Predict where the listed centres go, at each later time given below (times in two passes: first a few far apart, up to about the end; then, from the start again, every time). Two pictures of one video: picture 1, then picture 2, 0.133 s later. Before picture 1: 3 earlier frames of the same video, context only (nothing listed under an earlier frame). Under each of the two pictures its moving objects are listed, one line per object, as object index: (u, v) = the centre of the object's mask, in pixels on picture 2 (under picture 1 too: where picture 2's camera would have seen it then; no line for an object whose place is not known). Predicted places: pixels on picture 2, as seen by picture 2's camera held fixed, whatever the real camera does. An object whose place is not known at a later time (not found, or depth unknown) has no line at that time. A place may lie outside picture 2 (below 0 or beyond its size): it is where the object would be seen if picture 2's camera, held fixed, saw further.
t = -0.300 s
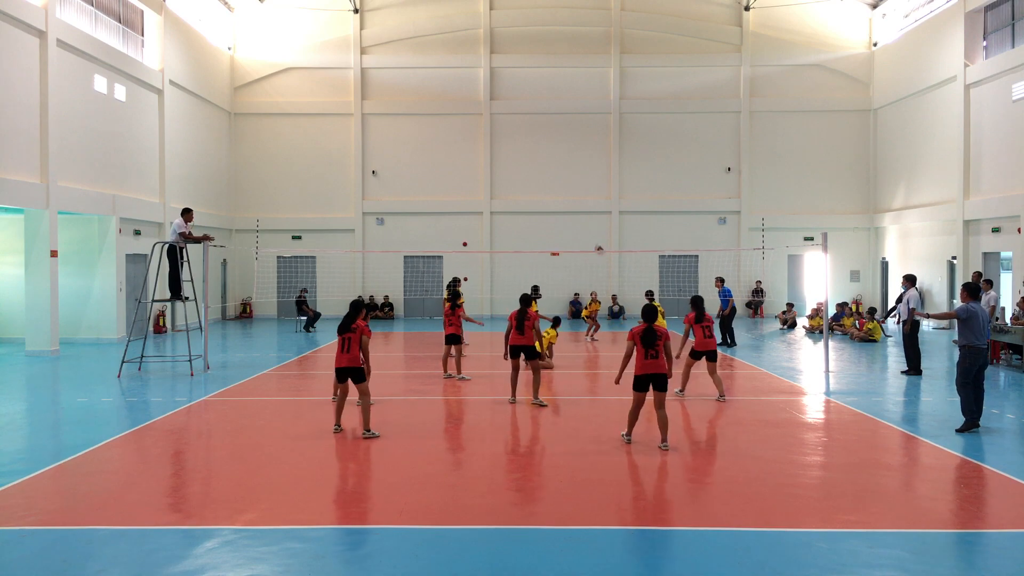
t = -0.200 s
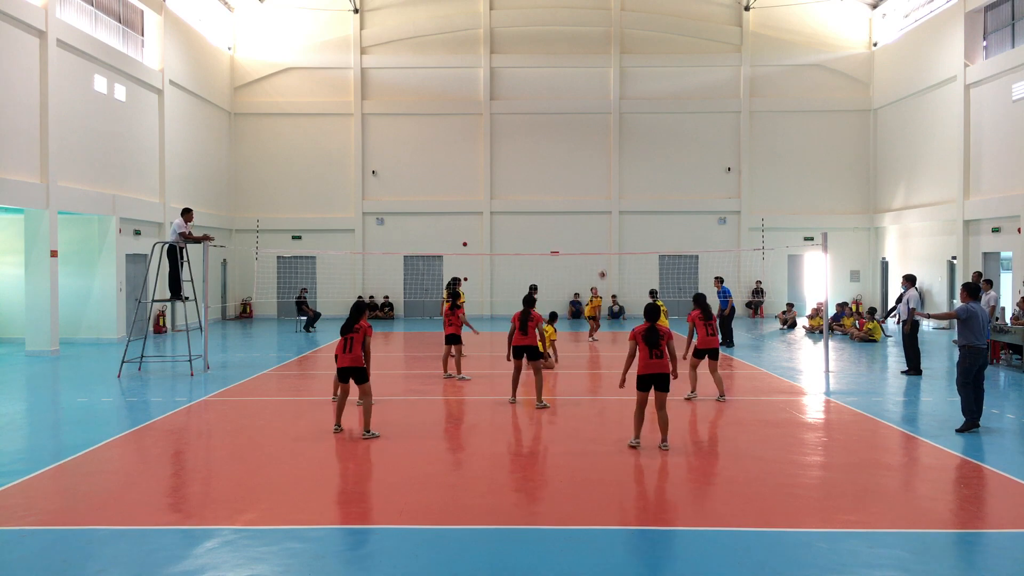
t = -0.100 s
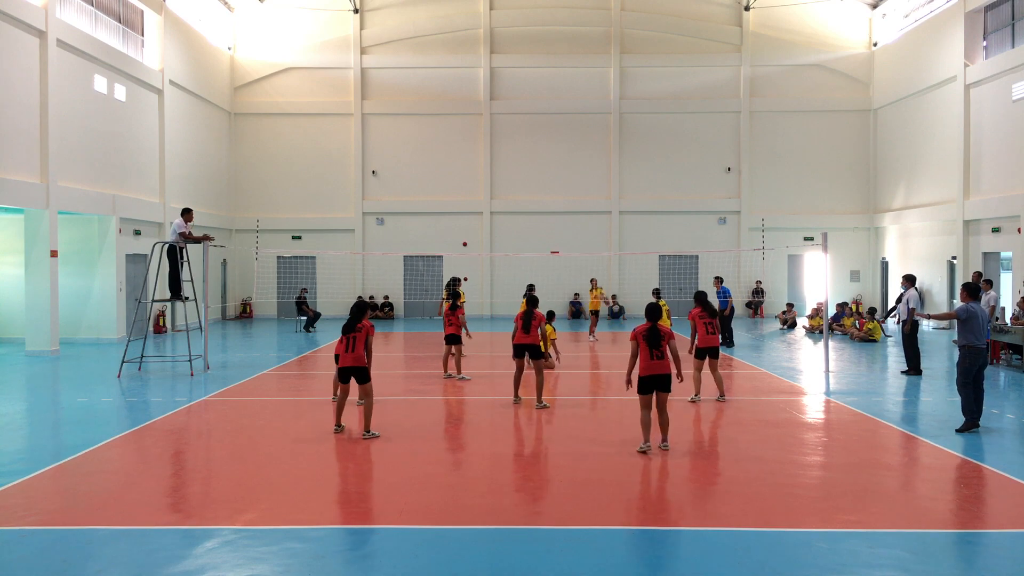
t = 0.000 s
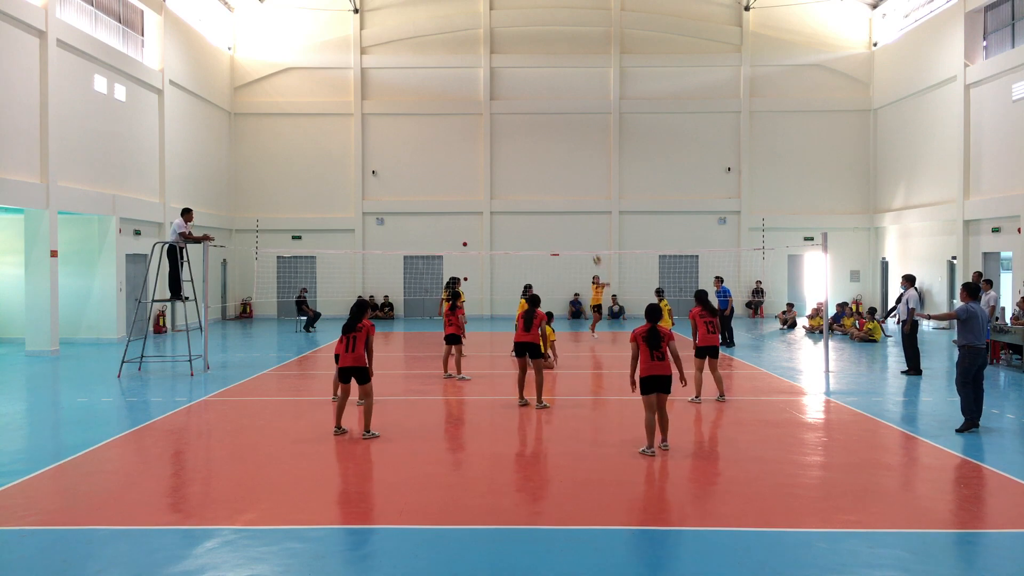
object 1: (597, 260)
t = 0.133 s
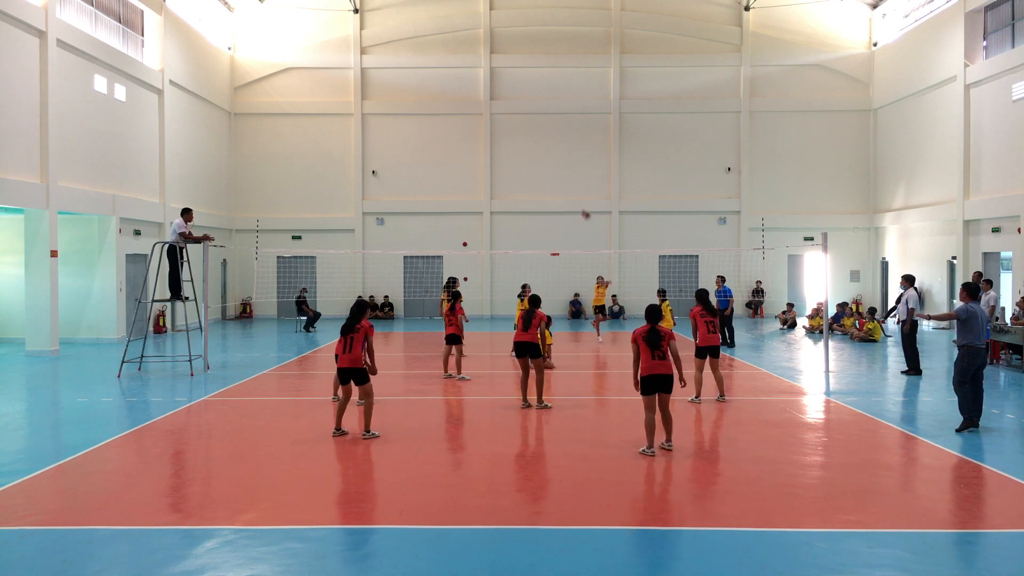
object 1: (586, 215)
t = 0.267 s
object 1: (574, 172)
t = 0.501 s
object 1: (549, 112)
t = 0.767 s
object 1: (516, 68)
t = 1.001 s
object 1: (480, 60)
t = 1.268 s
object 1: (429, 101)
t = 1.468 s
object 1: (382, 184)
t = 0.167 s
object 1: (583, 204)
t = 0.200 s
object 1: (580, 192)
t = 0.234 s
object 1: (576, 182)
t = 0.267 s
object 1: (574, 172)
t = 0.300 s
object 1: (571, 163)
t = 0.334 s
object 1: (567, 153)
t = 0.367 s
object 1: (564, 145)
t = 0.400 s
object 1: (560, 136)
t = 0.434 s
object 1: (557, 127)
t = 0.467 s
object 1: (552, 119)
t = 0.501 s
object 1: (549, 112)
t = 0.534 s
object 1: (546, 105)
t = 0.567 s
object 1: (542, 98)
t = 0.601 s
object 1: (537, 92)
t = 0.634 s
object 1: (533, 85)
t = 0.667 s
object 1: (529, 80)
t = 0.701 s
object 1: (524, 75)
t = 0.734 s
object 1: (520, 72)
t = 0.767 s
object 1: (516, 68)
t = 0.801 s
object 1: (511, 64)
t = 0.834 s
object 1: (506, 63)
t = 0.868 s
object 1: (501, 60)
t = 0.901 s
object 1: (496, 58)
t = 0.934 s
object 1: (490, 58)
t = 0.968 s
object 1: (485, 59)
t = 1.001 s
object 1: (480, 60)
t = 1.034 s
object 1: (474, 61)
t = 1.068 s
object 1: (468, 65)
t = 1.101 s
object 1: (462, 67)
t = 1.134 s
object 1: (455, 72)
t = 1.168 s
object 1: (449, 78)
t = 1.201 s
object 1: (443, 85)
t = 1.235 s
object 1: (436, 93)
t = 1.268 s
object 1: (429, 101)
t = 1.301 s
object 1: (421, 112)
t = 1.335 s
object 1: (414, 123)
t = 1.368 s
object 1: (406, 136)
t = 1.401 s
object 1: (398, 151)
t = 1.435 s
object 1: (391, 167)
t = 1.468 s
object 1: (382, 184)
